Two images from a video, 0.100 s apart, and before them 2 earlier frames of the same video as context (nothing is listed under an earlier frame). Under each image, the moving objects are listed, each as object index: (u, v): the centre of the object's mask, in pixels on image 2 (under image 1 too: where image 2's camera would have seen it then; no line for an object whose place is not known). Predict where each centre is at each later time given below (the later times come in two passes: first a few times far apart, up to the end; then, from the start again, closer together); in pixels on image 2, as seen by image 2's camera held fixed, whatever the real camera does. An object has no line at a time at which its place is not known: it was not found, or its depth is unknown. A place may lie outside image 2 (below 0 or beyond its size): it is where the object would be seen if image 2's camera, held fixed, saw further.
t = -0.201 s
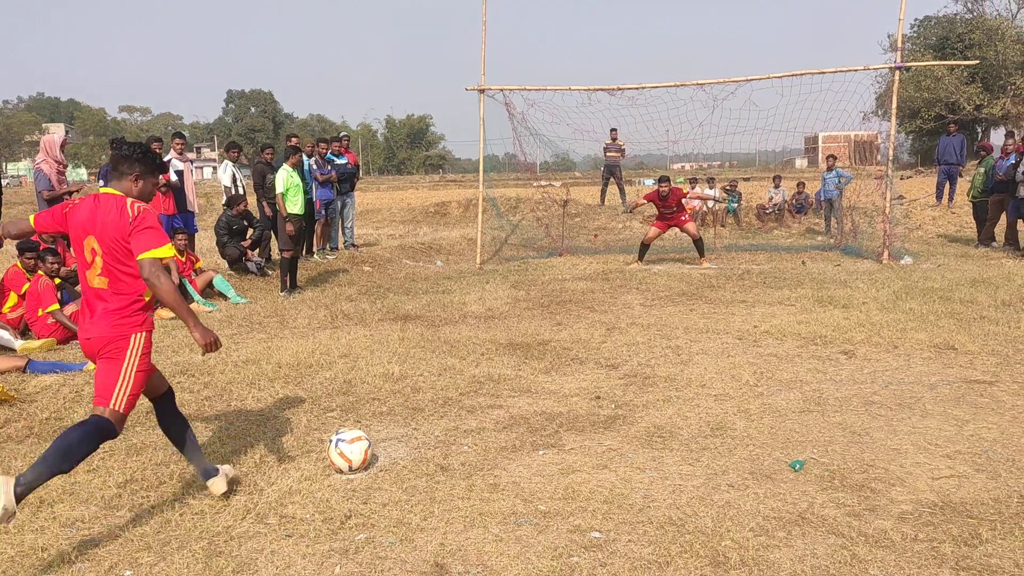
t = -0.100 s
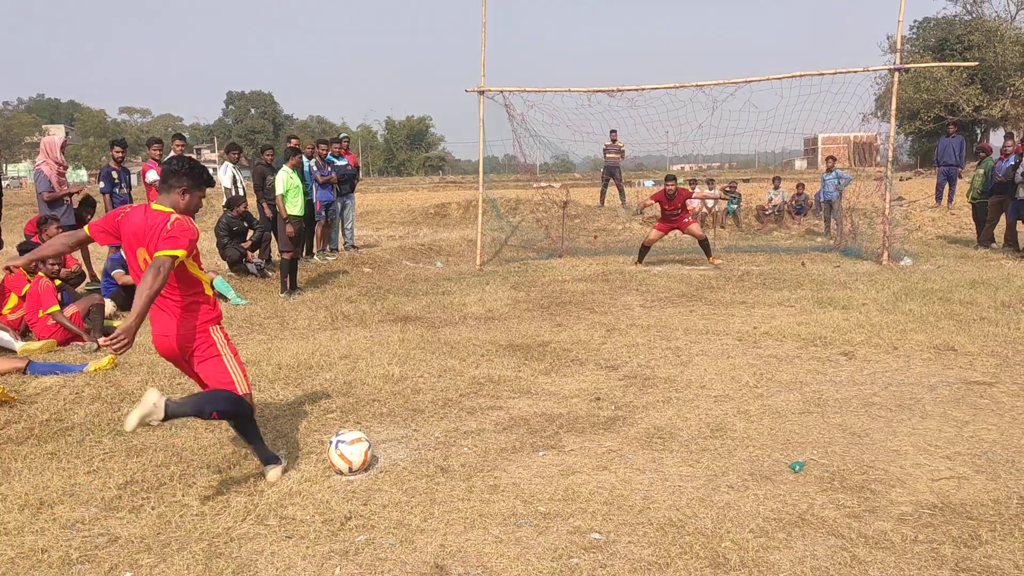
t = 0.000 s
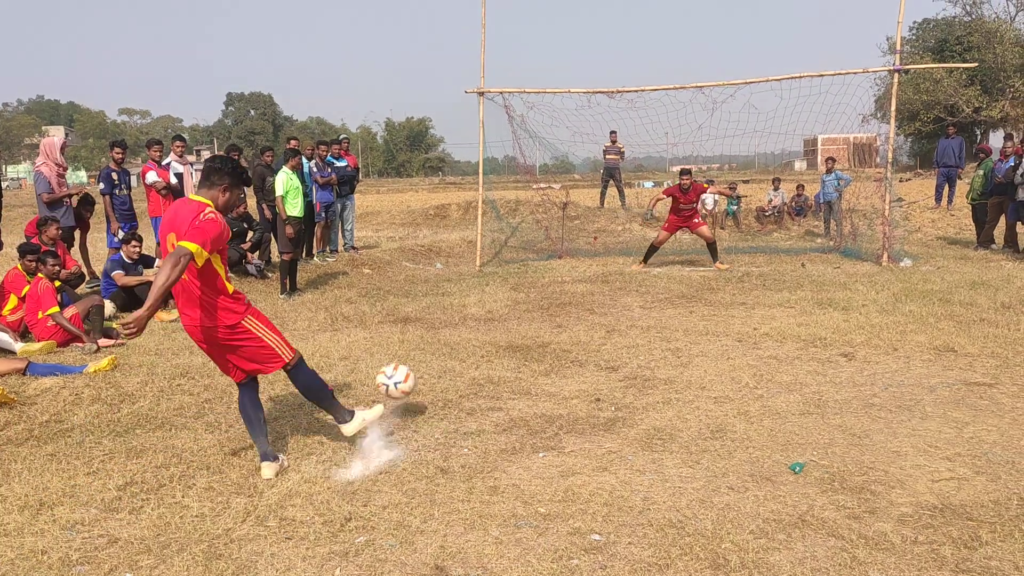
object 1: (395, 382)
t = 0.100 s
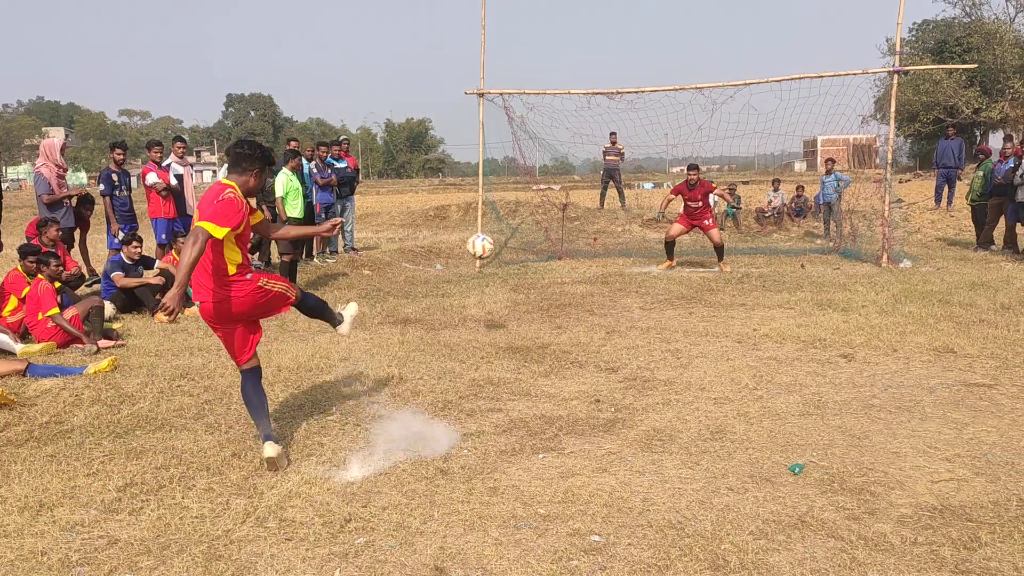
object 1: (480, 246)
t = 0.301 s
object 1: (544, 134)
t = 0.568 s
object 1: (548, 98)
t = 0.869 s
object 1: (537, 150)
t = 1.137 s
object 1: (531, 248)
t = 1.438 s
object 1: (550, 204)
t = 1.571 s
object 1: (562, 190)
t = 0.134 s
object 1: (497, 218)
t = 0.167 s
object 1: (511, 194)
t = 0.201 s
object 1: (522, 174)
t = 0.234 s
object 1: (531, 159)
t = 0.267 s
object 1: (538, 145)
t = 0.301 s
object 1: (544, 134)
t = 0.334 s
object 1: (550, 124)
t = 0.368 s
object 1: (554, 116)
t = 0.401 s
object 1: (558, 109)
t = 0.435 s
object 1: (559, 103)
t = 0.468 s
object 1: (555, 100)
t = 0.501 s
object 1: (552, 95)
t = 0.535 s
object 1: (550, 95)
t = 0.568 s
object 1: (548, 98)
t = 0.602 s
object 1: (546, 99)
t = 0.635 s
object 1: (545, 101)
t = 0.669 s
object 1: (544, 105)
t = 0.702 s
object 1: (543, 111)
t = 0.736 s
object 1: (542, 117)
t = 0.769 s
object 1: (540, 124)
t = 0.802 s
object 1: (539, 133)
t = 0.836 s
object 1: (538, 140)
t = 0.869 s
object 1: (537, 150)
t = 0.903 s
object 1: (537, 159)
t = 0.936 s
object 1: (536, 169)
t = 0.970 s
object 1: (535, 181)
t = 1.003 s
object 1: (534, 193)
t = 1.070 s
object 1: (533, 220)
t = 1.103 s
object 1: (532, 233)
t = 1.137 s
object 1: (531, 248)
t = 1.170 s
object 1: (531, 263)
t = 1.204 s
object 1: (533, 256)
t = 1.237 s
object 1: (535, 247)
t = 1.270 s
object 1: (538, 239)
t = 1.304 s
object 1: (540, 231)
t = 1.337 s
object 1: (542, 223)
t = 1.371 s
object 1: (545, 216)
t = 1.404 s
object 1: (548, 210)
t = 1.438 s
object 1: (550, 204)
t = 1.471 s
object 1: (553, 200)
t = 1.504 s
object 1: (556, 195)
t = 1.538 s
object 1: (558, 192)
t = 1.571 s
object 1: (562, 190)
